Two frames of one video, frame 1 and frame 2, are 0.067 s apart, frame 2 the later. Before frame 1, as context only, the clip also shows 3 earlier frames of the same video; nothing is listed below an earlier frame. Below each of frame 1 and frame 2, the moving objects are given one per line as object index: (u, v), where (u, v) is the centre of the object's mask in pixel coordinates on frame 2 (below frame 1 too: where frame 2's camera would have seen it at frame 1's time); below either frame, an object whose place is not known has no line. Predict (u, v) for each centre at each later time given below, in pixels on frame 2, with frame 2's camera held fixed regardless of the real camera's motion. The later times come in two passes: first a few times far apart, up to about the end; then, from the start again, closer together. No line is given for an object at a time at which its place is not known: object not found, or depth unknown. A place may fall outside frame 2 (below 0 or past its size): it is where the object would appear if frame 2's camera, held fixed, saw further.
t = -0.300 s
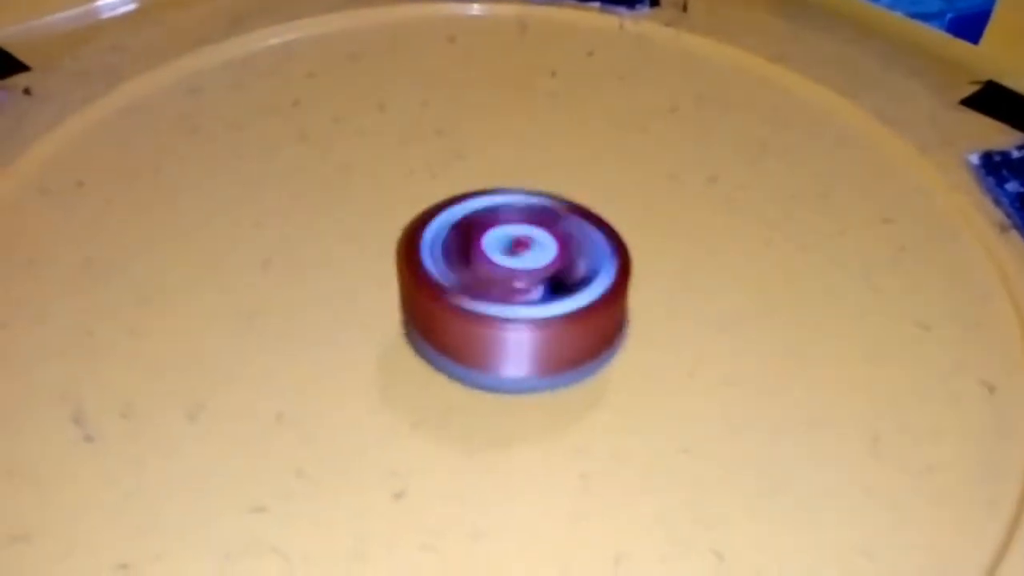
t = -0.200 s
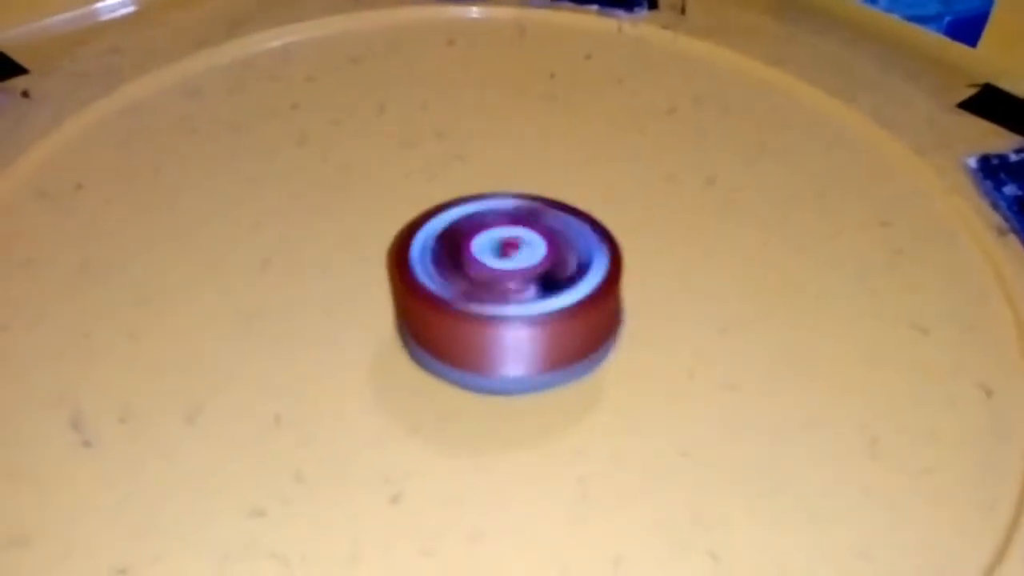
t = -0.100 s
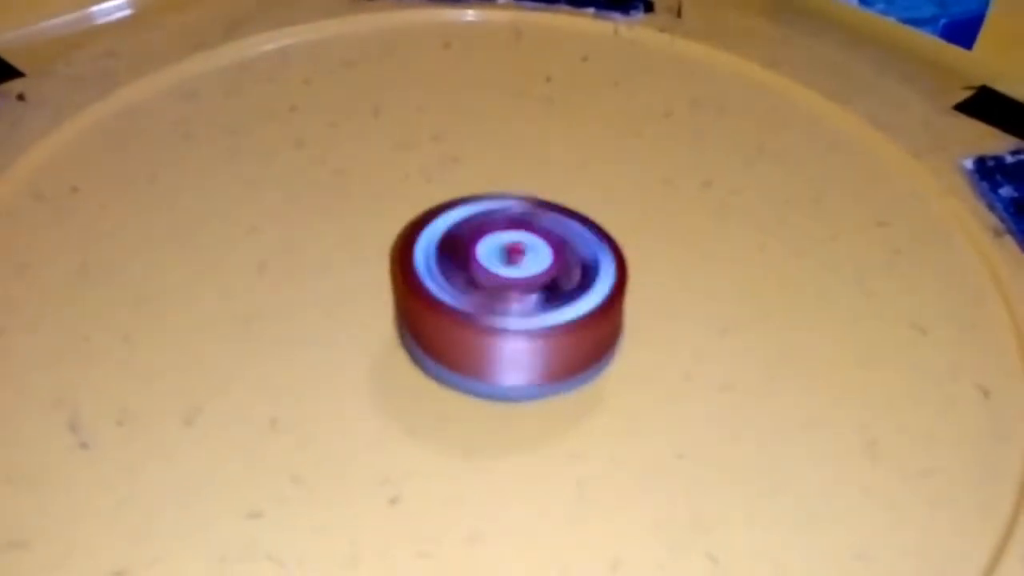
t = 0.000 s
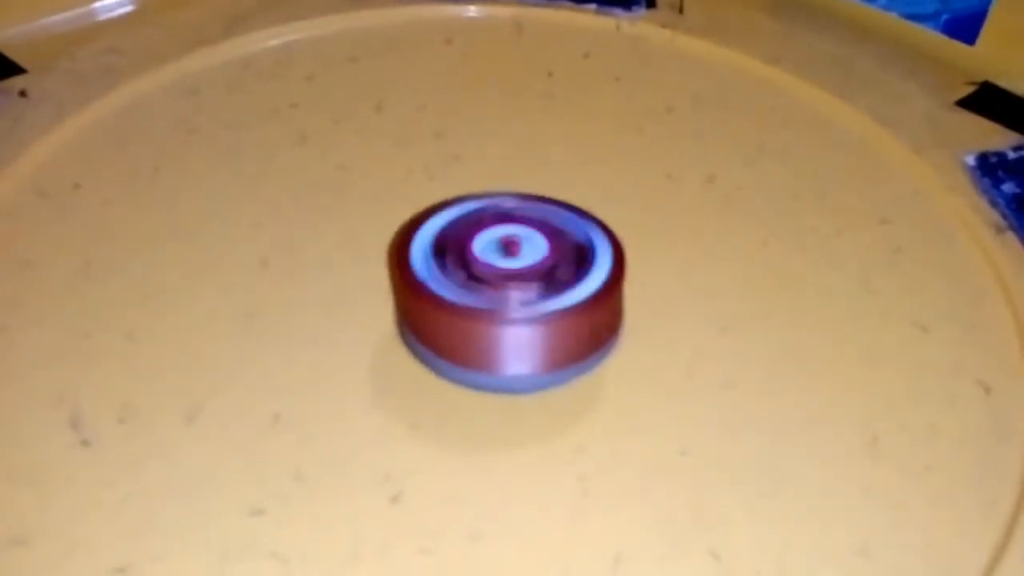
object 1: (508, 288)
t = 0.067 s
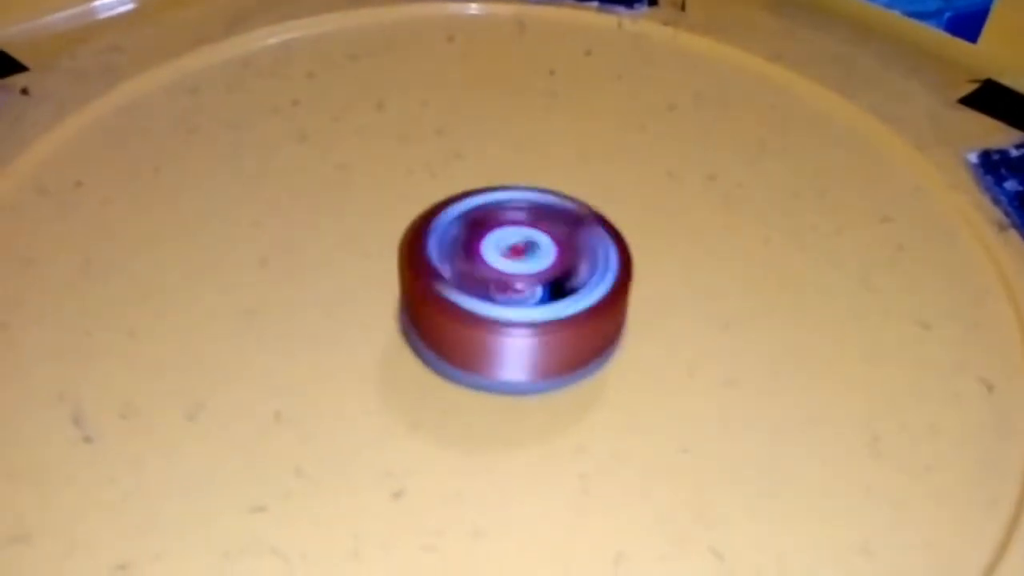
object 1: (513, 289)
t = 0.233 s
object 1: (513, 290)
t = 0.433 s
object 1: (513, 290)
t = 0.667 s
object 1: (508, 293)
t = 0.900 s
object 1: (507, 291)
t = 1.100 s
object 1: (506, 292)
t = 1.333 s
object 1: (517, 292)
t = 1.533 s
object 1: (517, 293)
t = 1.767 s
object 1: (515, 295)
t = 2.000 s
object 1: (509, 297)
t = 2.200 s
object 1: (511, 295)
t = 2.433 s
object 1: (509, 294)
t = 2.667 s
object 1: (512, 293)
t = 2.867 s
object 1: (513, 294)
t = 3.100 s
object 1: (513, 293)
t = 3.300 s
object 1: (515, 295)
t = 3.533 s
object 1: (517, 295)
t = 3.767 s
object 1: (515, 295)
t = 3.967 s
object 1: (519, 296)
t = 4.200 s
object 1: (521, 295)
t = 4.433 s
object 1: (519, 295)
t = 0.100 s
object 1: (510, 291)
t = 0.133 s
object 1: (507, 290)
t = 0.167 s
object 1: (508, 288)
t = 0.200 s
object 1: (511, 287)
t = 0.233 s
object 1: (513, 290)
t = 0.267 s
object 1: (510, 292)
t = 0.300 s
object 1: (507, 291)
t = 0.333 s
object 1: (506, 289)
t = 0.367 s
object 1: (509, 289)
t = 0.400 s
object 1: (513, 289)
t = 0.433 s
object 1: (513, 290)
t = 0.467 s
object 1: (509, 292)
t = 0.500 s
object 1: (506, 289)
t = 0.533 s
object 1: (507, 288)
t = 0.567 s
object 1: (511, 289)
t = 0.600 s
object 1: (514, 290)
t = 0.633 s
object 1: (510, 292)
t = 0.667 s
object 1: (508, 293)
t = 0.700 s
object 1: (507, 290)
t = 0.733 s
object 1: (509, 290)
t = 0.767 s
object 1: (513, 291)
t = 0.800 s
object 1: (514, 293)
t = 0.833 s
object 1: (509, 295)
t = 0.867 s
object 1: (506, 293)
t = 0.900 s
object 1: (507, 291)
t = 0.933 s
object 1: (511, 290)
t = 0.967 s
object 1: (515, 293)
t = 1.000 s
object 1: (512, 296)
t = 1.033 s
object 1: (507, 296)
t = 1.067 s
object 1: (504, 294)
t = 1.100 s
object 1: (506, 292)
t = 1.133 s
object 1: (511, 292)
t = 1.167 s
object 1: (513, 294)
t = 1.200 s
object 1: (509, 296)
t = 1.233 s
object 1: (505, 294)
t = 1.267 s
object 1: (505, 292)
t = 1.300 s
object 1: (511, 290)
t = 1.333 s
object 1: (517, 292)
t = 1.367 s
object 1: (516, 296)
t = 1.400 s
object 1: (512, 298)
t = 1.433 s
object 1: (506, 295)
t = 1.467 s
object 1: (507, 292)
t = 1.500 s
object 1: (513, 291)
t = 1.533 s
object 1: (517, 293)
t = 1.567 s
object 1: (516, 296)
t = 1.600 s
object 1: (510, 297)
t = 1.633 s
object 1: (506, 295)
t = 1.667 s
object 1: (508, 291)
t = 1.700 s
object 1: (513, 291)
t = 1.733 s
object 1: (516, 293)
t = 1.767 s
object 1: (515, 295)
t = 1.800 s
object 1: (509, 296)
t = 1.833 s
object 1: (507, 293)
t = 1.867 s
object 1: (509, 291)
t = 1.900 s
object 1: (514, 291)
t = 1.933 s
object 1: (518, 294)
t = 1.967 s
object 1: (515, 297)
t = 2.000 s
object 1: (509, 297)
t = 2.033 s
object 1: (507, 294)
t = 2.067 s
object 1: (510, 292)
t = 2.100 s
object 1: (514, 292)
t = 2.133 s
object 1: (517, 294)
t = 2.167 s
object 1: (515, 296)
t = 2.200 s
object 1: (511, 295)
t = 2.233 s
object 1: (508, 294)
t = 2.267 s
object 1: (511, 292)
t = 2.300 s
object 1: (515, 292)
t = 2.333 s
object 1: (515, 293)
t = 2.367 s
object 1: (515, 296)
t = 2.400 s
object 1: (510, 296)
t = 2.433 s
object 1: (509, 294)
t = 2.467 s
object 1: (511, 293)
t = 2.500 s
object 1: (514, 293)
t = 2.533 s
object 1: (516, 294)
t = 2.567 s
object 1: (515, 295)
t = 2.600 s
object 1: (513, 295)
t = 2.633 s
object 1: (511, 293)
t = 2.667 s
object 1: (512, 293)
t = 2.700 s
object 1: (515, 293)
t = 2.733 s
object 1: (519, 293)
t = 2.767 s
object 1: (519, 295)
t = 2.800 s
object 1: (517, 296)
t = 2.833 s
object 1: (512, 295)
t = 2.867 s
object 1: (513, 294)
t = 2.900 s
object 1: (515, 293)
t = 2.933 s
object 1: (517, 293)
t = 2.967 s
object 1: (519, 294)
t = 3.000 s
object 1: (516, 295)
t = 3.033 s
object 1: (514, 296)
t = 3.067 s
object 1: (511, 294)
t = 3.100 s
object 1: (513, 293)
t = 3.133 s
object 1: (517, 293)
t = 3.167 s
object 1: (519, 294)
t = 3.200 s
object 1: (518, 296)
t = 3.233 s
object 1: (517, 296)
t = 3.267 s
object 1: (515, 296)
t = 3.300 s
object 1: (515, 295)
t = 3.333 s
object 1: (517, 293)
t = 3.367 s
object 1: (521, 293)
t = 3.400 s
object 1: (521, 295)
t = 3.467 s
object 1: (519, 297)
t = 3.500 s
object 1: (518, 297)
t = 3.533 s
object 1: (517, 295)
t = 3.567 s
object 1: (516, 295)
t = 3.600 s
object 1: (518, 294)
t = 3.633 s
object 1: (520, 295)
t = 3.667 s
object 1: (520, 296)
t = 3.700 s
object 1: (519, 296)
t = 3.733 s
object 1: (517, 296)
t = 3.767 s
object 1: (515, 295)
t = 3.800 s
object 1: (517, 294)
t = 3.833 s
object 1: (521, 294)
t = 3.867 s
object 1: (523, 294)
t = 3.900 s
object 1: (521, 296)
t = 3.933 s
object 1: (519, 296)
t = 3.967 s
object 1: (519, 296)
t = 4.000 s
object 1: (518, 295)
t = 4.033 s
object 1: (520, 295)
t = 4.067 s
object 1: (523, 294)
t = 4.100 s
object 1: (525, 294)
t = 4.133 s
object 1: (524, 296)
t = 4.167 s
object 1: (523, 297)
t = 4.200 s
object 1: (521, 295)
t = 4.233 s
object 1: (519, 294)
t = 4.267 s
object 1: (520, 293)
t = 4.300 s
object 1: (521, 292)
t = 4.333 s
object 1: (524, 294)
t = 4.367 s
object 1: (523, 295)
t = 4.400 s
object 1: (521, 296)
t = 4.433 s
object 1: (519, 295)
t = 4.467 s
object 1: (520, 294)
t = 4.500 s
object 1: (524, 294)
